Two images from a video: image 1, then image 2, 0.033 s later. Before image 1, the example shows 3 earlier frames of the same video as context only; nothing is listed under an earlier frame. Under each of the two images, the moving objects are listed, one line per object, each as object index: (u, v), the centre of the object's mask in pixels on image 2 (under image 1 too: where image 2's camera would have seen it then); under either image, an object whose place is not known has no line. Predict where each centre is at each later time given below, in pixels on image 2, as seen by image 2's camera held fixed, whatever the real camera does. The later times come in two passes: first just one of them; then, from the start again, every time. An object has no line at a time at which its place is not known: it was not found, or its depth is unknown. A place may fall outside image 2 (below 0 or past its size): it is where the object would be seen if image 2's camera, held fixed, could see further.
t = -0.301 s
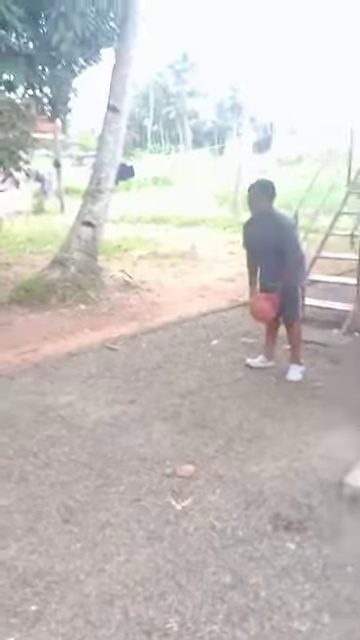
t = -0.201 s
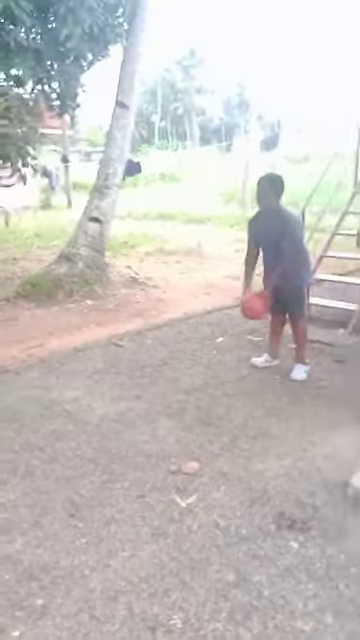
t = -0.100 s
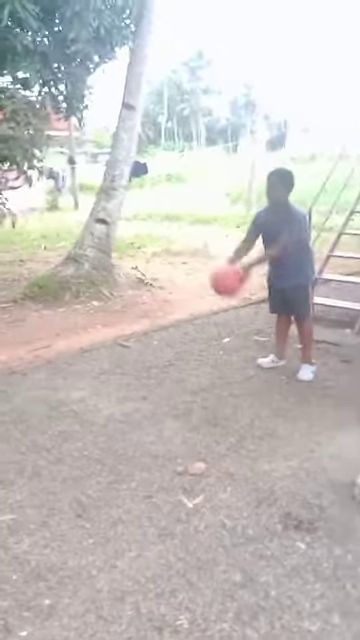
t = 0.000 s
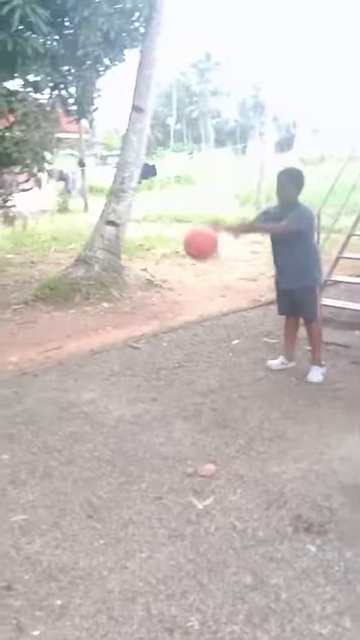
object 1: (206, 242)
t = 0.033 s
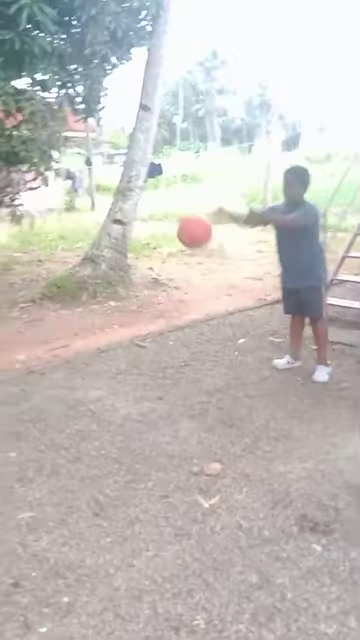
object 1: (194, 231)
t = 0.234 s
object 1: (113, 202)
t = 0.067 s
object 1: (180, 222)
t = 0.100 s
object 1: (167, 214)
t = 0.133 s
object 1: (153, 208)
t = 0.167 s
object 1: (139, 203)
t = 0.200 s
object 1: (126, 201)
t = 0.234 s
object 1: (113, 202)
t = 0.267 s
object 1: (98, 202)
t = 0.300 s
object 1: (85, 205)
